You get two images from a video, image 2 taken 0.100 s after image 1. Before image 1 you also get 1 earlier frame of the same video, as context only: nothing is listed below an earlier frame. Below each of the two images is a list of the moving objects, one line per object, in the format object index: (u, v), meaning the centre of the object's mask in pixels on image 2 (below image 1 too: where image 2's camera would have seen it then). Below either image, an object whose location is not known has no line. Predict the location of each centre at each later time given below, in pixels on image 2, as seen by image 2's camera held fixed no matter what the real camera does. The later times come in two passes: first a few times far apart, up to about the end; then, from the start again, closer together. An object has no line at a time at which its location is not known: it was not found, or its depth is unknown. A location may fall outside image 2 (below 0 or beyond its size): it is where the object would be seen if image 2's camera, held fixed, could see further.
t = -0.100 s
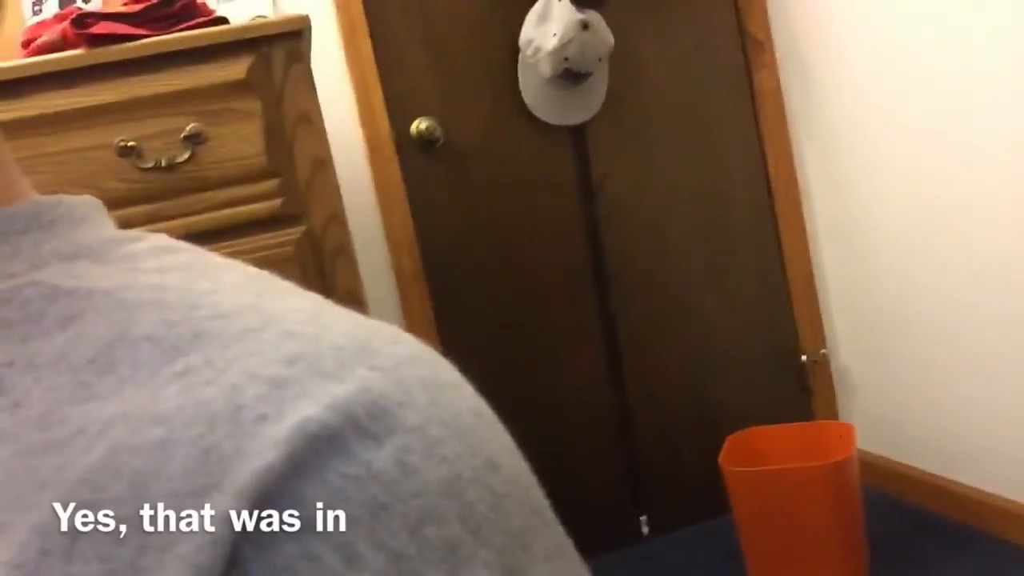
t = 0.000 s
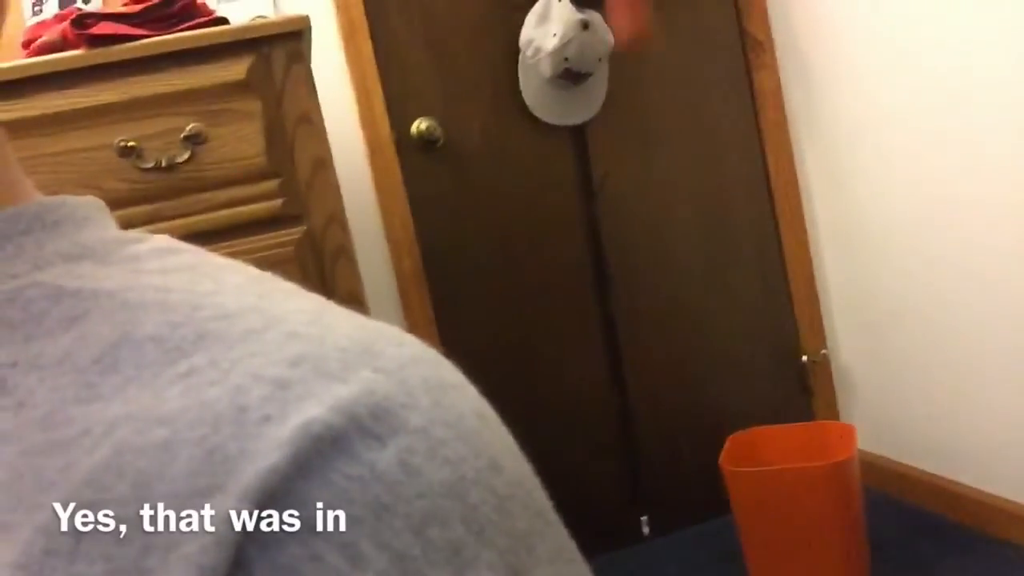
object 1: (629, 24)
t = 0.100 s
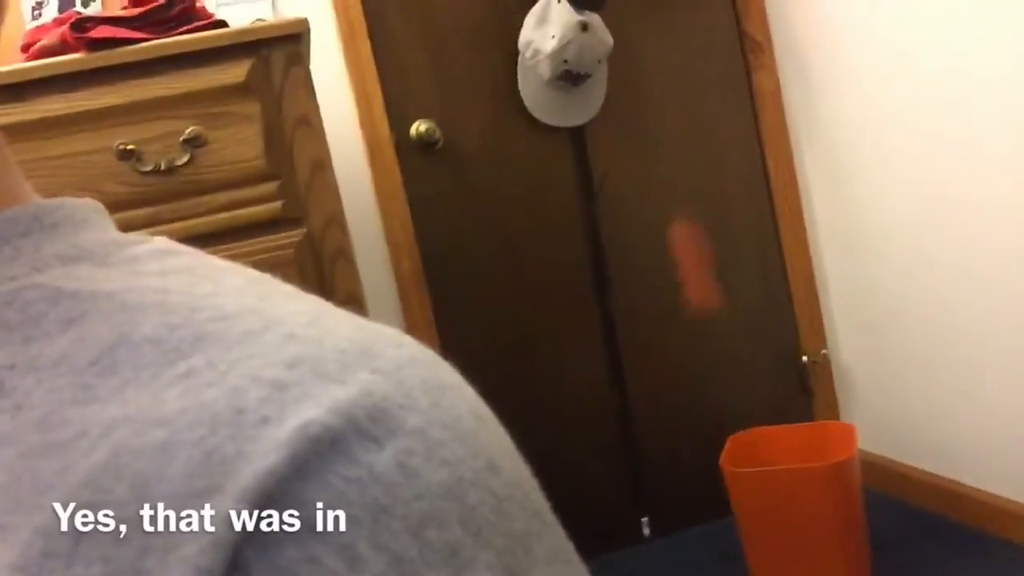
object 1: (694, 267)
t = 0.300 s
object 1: (792, 416)
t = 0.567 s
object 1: (852, 332)
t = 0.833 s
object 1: (967, 517)
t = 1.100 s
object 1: (933, 445)
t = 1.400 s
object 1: (901, 485)
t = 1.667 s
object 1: (883, 520)
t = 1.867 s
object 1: (910, 530)
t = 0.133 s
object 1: (717, 354)
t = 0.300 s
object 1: (792, 416)
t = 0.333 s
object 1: (794, 400)
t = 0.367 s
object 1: (796, 375)
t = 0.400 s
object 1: (804, 351)
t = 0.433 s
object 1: (811, 338)
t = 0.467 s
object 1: (820, 327)
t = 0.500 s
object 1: (830, 323)
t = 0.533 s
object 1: (842, 325)
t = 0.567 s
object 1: (852, 332)
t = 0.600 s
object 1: (866, 345)
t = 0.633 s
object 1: (880, 363)
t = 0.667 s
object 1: (895, 388)
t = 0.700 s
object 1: (912, 423)
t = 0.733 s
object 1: (931, 457)
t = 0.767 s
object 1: (949, 508)
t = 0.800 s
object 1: (966, 542)
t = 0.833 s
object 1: (967, 517)
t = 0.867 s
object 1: (971, 479)
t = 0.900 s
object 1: (973, 453)
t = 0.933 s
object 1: (976, 431)
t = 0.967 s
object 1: (980, 421)
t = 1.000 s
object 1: (965, 417)
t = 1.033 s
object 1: (953, 421)
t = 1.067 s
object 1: (943, 430)
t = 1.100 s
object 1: (933, 445)
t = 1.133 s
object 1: (925, 466)
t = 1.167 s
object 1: (917, 494)
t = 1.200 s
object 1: (913, 523)
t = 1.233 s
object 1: (908, 520)
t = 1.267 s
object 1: (905, 500)
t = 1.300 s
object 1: (903, 490)
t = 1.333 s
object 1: (900, 485)
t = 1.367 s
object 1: (901, 484)
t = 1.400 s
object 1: (901, 485)
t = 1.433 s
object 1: (903, 494)
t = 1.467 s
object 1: (907, 511)
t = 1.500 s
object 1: (910, 532)
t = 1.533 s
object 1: (904, 526)
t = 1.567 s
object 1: (897, 516)
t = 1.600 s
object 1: (890, 513)
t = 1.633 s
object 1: (884, 513)
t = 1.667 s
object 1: (883, 520)
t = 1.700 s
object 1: (883, 528)
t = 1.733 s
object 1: (887, 536)
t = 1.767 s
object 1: (891, 529)
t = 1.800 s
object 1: (898, 526)
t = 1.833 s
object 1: (905, 528)
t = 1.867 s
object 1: (910, 530)
